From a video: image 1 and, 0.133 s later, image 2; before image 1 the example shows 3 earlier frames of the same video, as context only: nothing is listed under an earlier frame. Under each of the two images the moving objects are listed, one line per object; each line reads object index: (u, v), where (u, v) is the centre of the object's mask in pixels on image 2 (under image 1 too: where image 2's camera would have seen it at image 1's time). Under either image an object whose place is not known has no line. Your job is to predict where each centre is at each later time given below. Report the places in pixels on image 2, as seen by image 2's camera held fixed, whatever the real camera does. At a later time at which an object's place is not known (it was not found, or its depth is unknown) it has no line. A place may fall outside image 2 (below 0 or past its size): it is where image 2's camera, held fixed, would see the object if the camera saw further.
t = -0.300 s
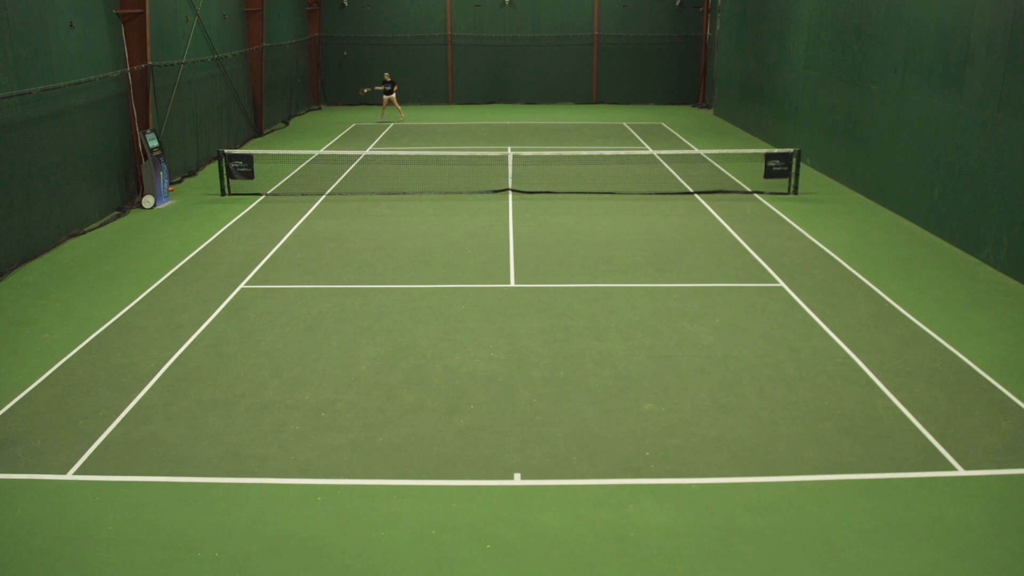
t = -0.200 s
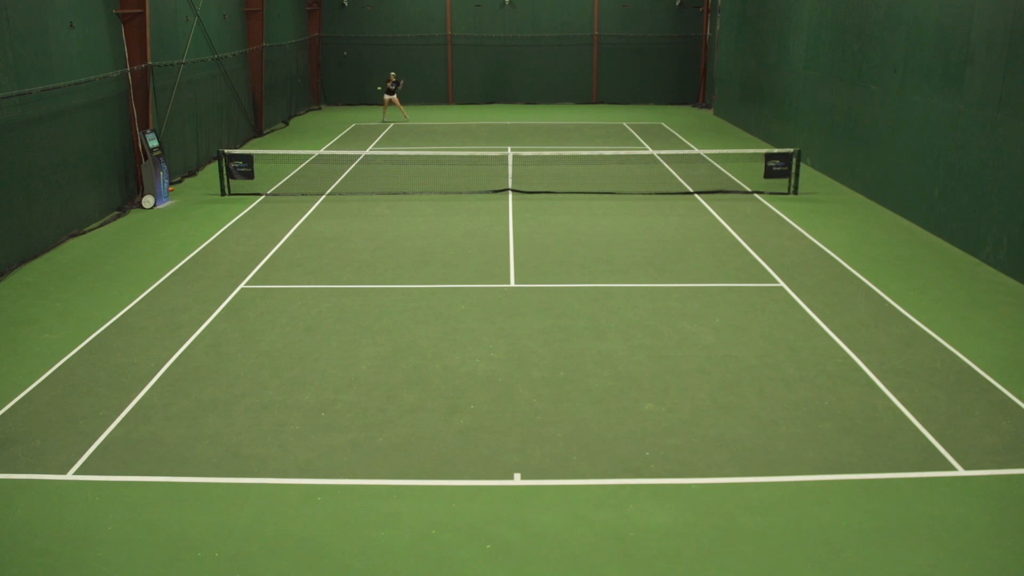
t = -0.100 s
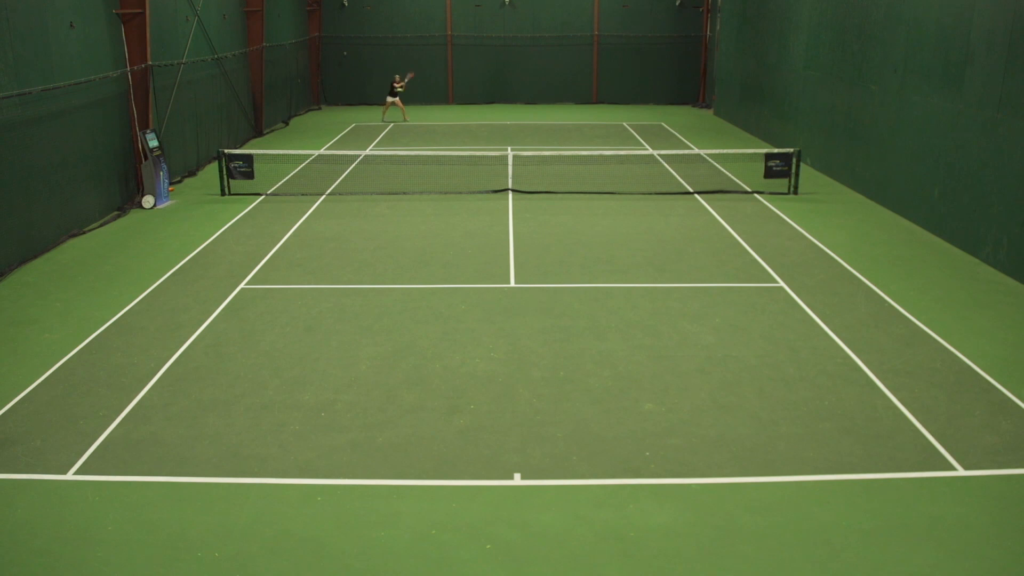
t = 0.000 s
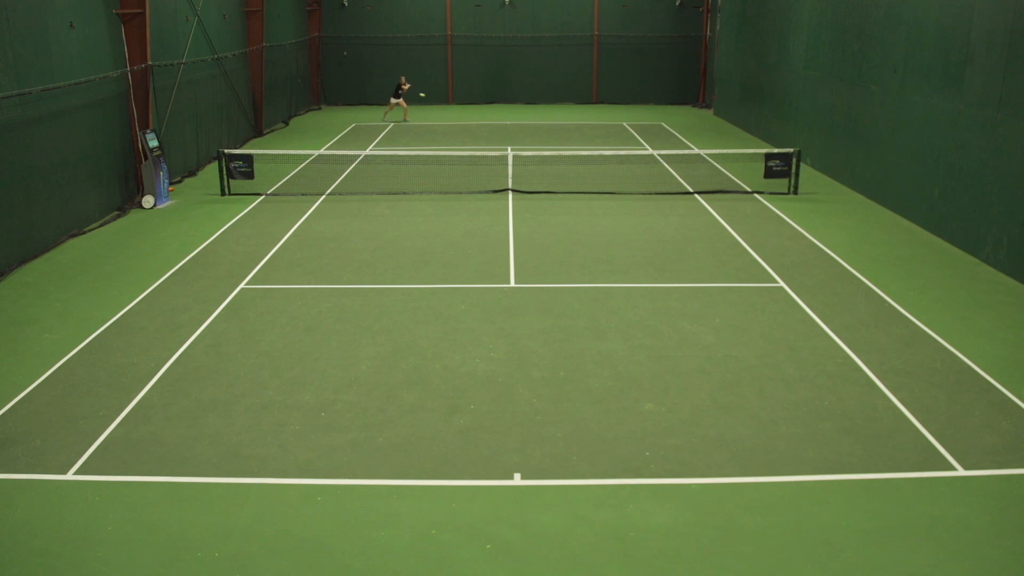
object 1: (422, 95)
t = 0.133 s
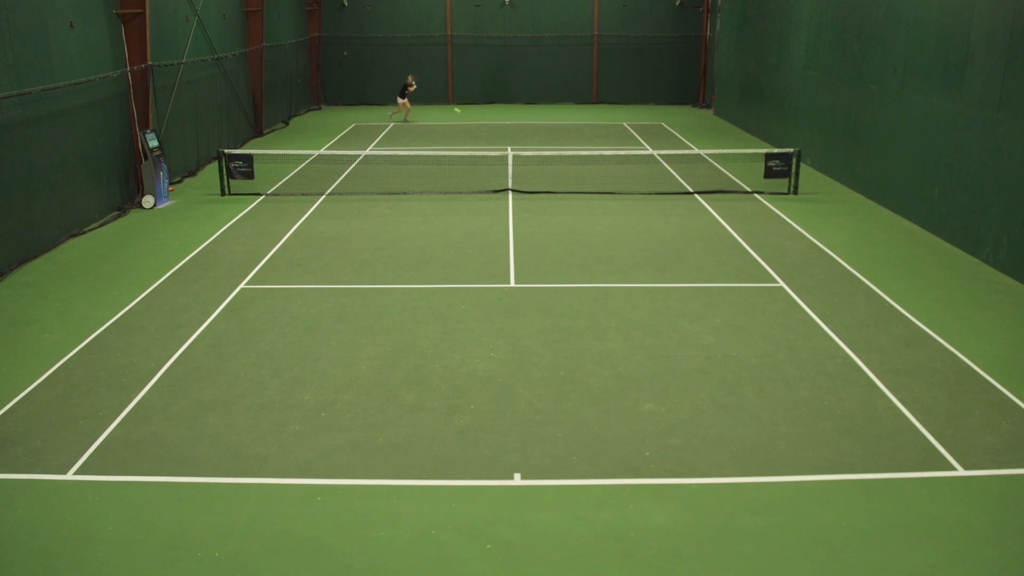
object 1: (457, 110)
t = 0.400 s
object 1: (551, 185)
